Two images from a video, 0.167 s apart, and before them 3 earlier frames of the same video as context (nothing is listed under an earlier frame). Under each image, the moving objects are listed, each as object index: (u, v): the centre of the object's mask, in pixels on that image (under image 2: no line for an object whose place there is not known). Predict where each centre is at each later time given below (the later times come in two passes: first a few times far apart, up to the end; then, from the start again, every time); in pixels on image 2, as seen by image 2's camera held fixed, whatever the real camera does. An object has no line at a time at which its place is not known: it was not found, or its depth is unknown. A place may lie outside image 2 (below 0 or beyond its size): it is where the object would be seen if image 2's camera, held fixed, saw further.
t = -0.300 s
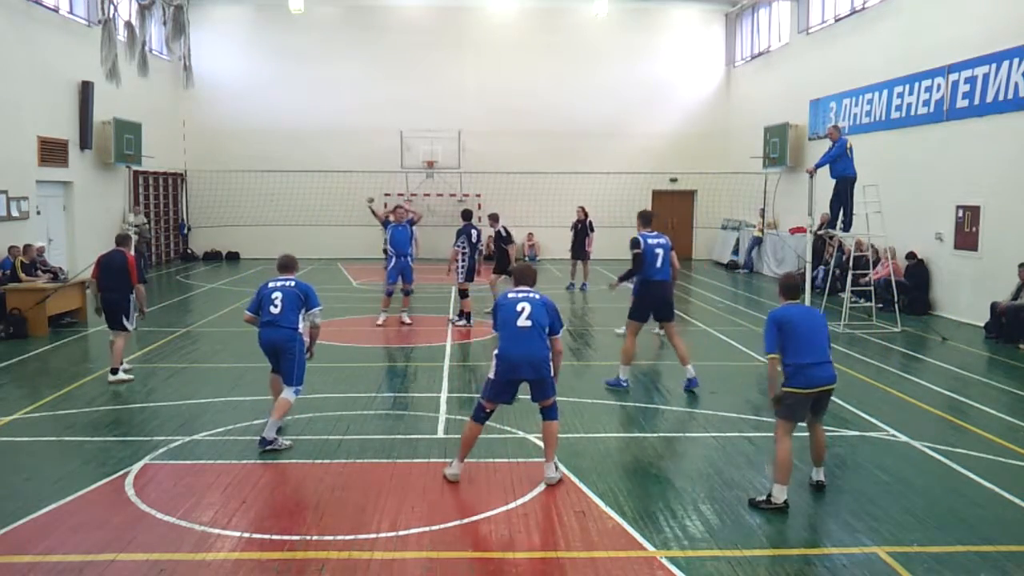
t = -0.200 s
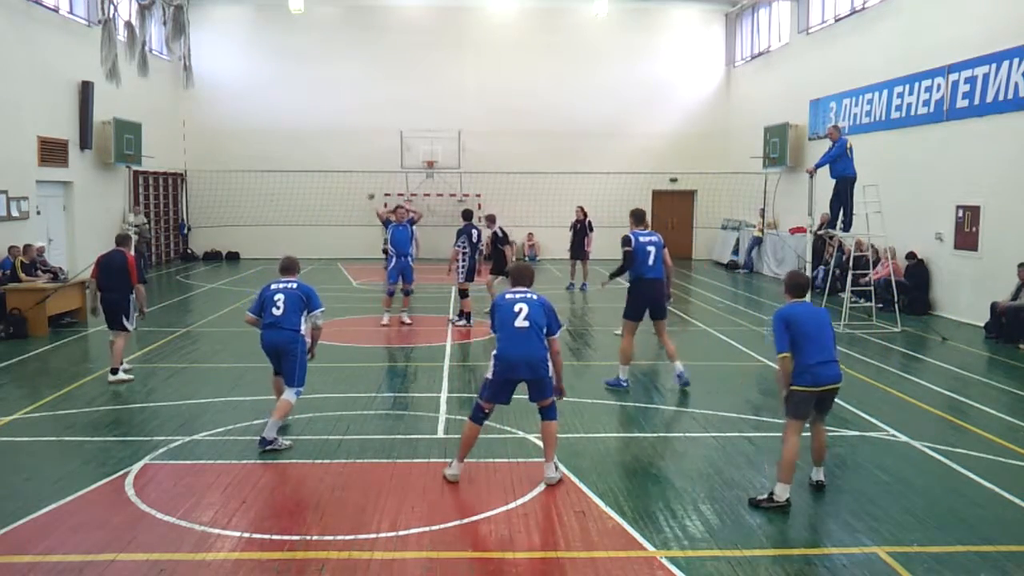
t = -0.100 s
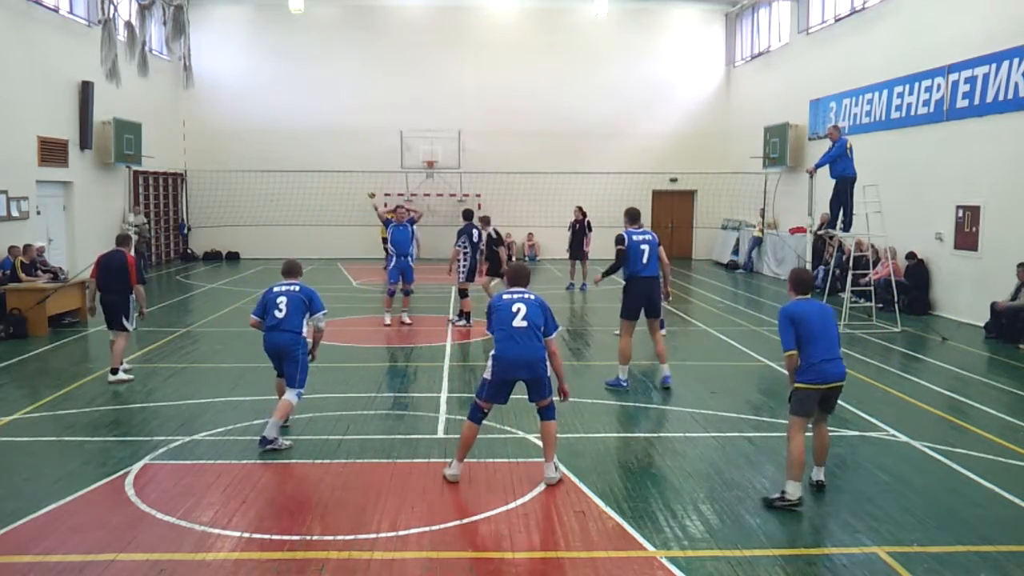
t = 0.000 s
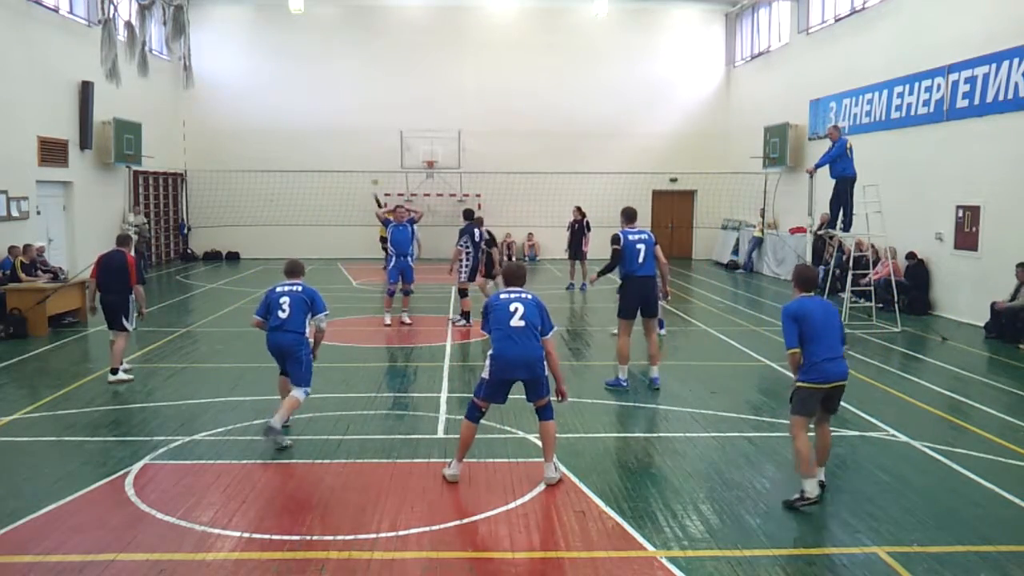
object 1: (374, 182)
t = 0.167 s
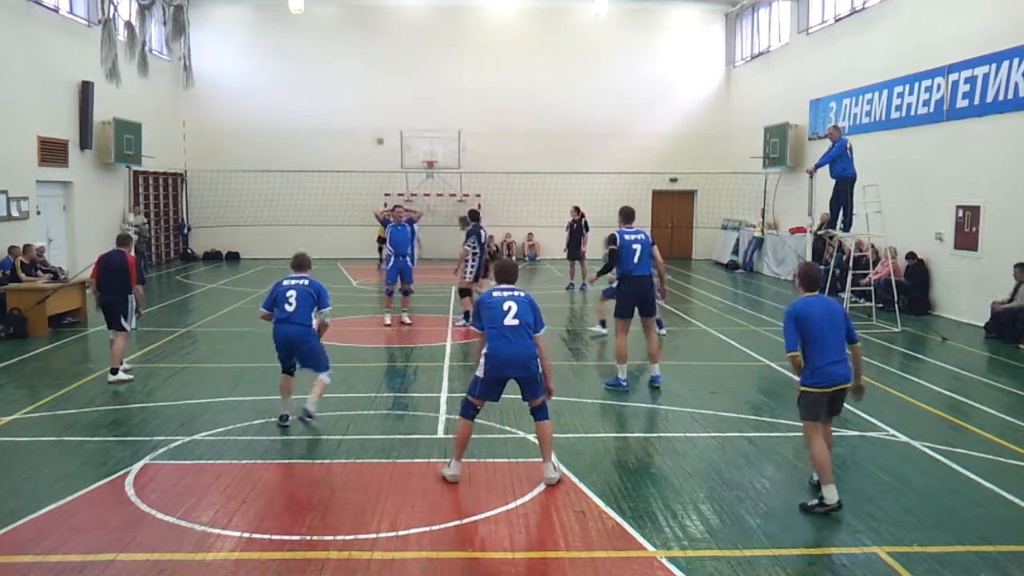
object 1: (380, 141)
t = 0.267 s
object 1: (381, 118)
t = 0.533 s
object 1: (384, 71)
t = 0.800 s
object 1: (393, 50)
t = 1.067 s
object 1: (411, 67)
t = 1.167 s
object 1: (419, 89)
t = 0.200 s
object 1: (380, 133)
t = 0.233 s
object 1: (380, 125)
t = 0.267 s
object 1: (381, 118)
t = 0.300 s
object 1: (381, 111)
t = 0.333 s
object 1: (382, 105)
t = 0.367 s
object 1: (381, 98)
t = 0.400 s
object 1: (382, 92)
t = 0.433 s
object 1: (382, 87)
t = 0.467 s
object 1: (383, 82)
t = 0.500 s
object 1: (383, 77)
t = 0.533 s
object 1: (384, 71)
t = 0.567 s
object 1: (384, 68)
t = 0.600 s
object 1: (386, 64)
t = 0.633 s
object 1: (387, 61)
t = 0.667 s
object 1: (388, 57)
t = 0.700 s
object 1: (389, 56)
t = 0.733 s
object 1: (391, 52)
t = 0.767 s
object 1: (392, 51)
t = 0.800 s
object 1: (393, 50)
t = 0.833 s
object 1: (395, 50)
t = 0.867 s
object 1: (397, 49)
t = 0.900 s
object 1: (400, 51)
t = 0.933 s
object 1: (402, 52)
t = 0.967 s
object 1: (404, 54)
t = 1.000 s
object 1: (406, 58)
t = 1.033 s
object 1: (409, 62)
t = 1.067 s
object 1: (411, 67)
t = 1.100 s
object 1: (414, 74)
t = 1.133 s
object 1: (416, 81)
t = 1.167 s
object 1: (419, 89)
